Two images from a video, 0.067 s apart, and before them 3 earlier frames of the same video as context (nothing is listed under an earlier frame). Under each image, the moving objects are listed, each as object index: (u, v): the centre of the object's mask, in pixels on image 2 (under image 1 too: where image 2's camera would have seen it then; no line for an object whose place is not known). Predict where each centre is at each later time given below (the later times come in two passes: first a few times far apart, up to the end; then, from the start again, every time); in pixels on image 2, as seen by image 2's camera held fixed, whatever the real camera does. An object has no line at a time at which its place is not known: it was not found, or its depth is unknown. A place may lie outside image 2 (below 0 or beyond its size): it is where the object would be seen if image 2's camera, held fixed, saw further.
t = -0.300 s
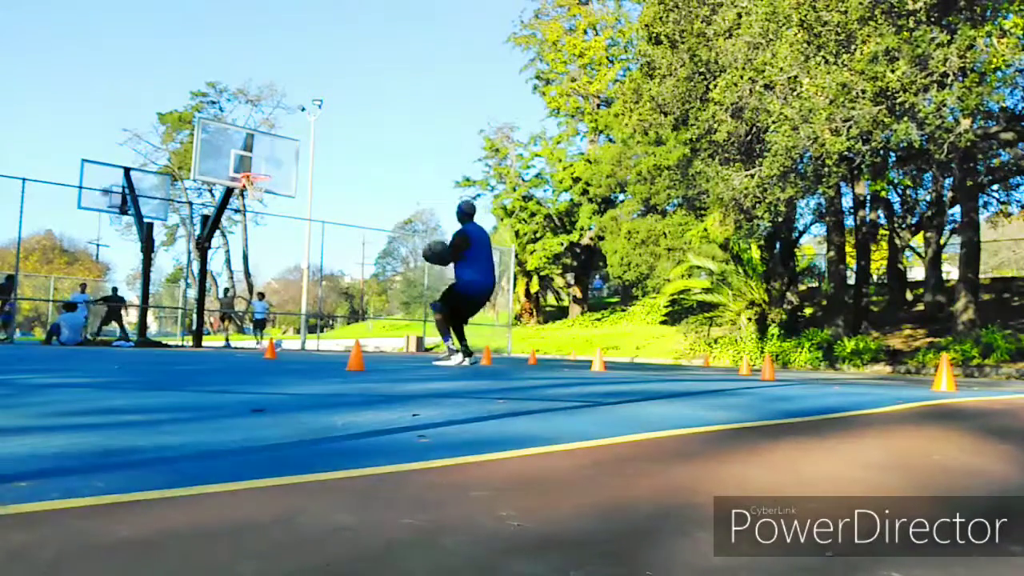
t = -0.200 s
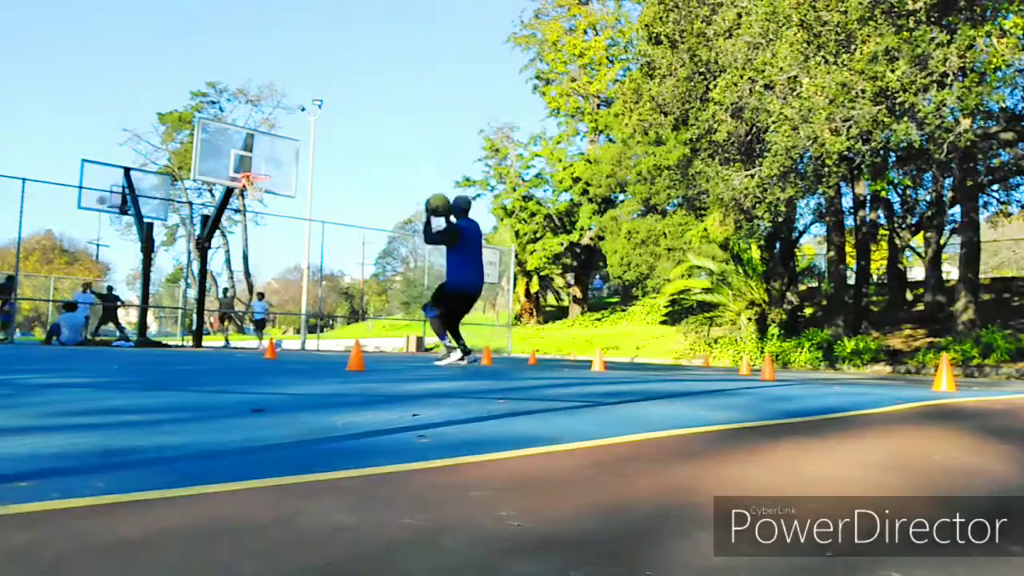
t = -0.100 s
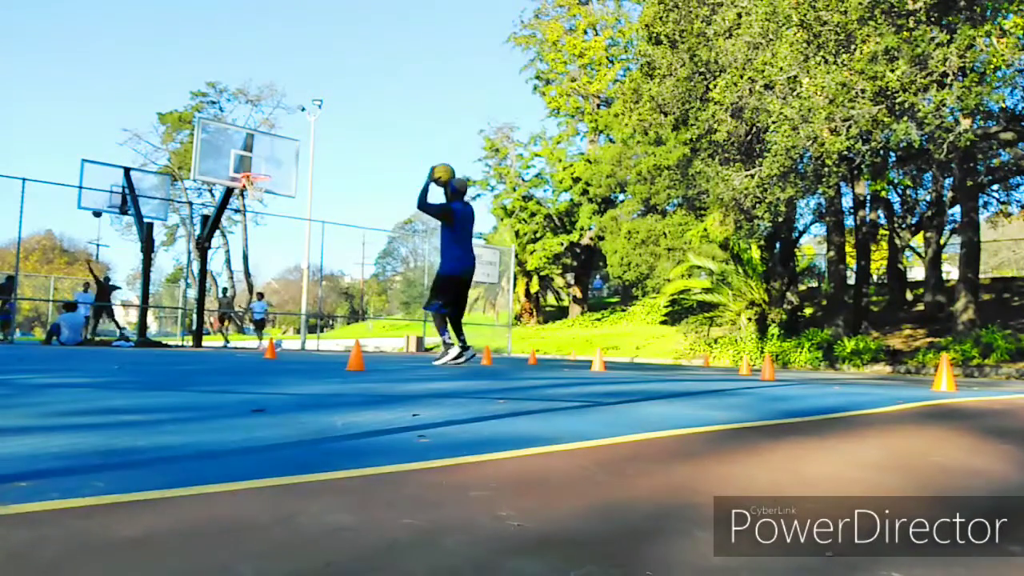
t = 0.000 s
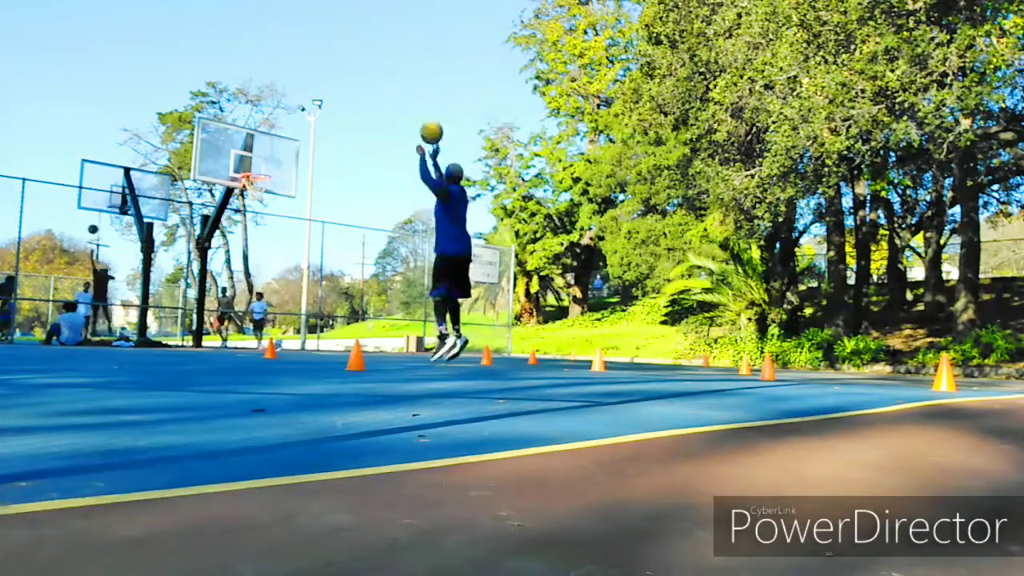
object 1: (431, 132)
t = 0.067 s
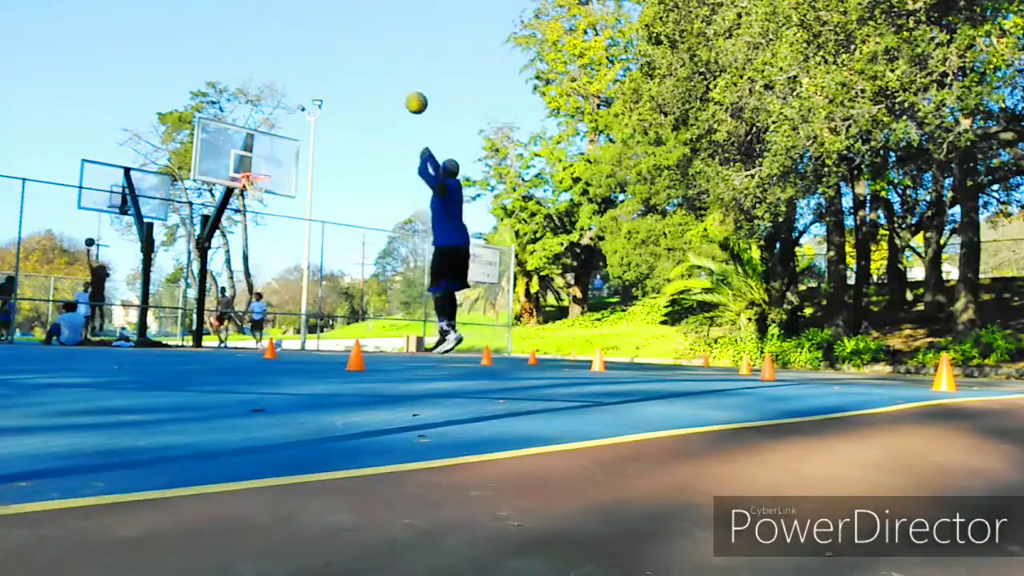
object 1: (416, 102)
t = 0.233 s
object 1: (384, 55)
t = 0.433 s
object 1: (350, 35)
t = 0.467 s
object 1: (346, 35)
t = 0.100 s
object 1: (409, 91)
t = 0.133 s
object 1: (402, 80)
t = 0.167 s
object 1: (396, 70)
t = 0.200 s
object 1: (389, 62)
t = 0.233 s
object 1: (384, 55)
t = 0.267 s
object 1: (378, 49)
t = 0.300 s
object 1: (372, 44)
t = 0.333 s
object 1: (366, 40)
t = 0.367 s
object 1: (360, 38)
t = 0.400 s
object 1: (355, 36)
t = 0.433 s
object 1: (350, 35)
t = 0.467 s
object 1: (346, 35)
